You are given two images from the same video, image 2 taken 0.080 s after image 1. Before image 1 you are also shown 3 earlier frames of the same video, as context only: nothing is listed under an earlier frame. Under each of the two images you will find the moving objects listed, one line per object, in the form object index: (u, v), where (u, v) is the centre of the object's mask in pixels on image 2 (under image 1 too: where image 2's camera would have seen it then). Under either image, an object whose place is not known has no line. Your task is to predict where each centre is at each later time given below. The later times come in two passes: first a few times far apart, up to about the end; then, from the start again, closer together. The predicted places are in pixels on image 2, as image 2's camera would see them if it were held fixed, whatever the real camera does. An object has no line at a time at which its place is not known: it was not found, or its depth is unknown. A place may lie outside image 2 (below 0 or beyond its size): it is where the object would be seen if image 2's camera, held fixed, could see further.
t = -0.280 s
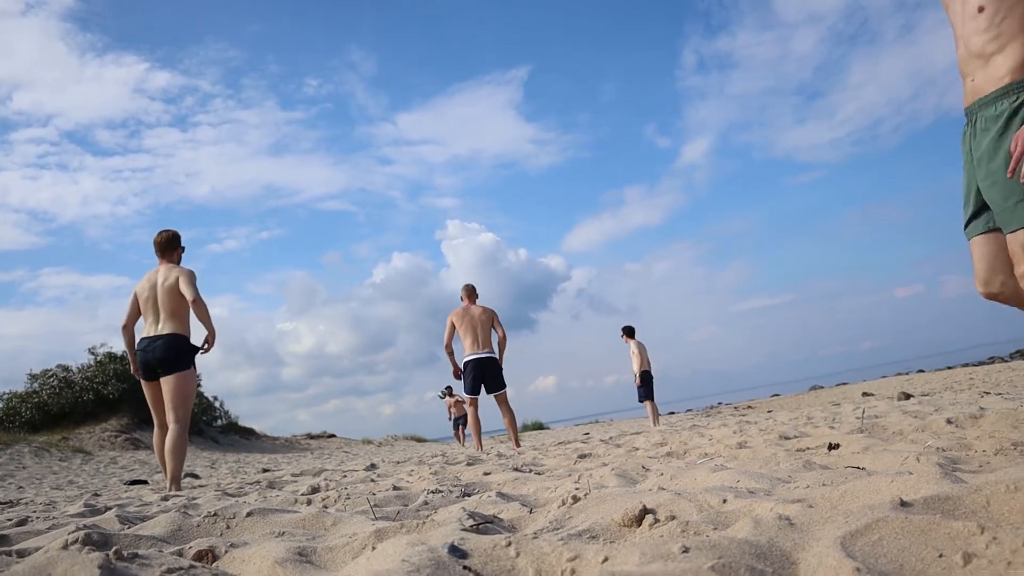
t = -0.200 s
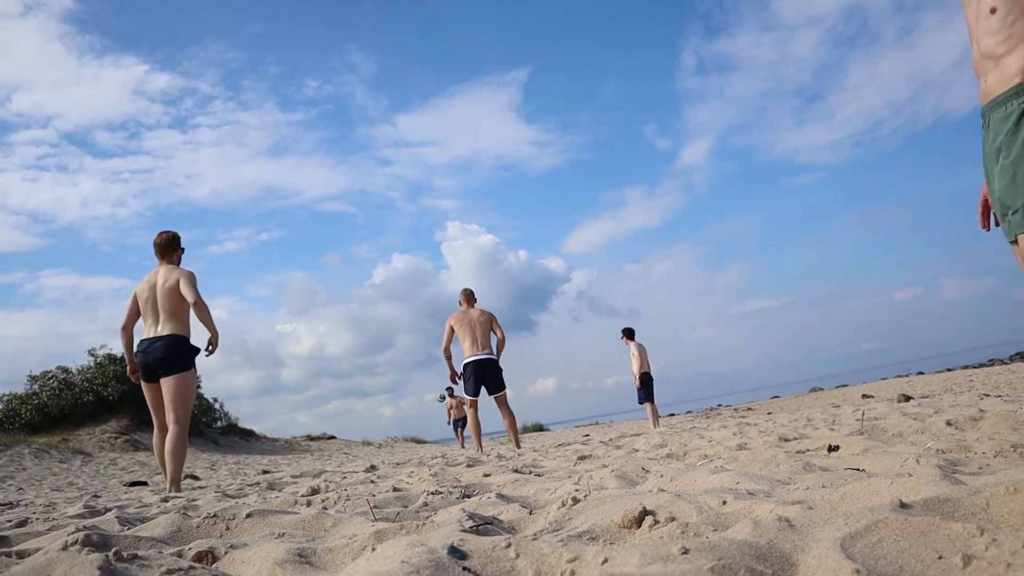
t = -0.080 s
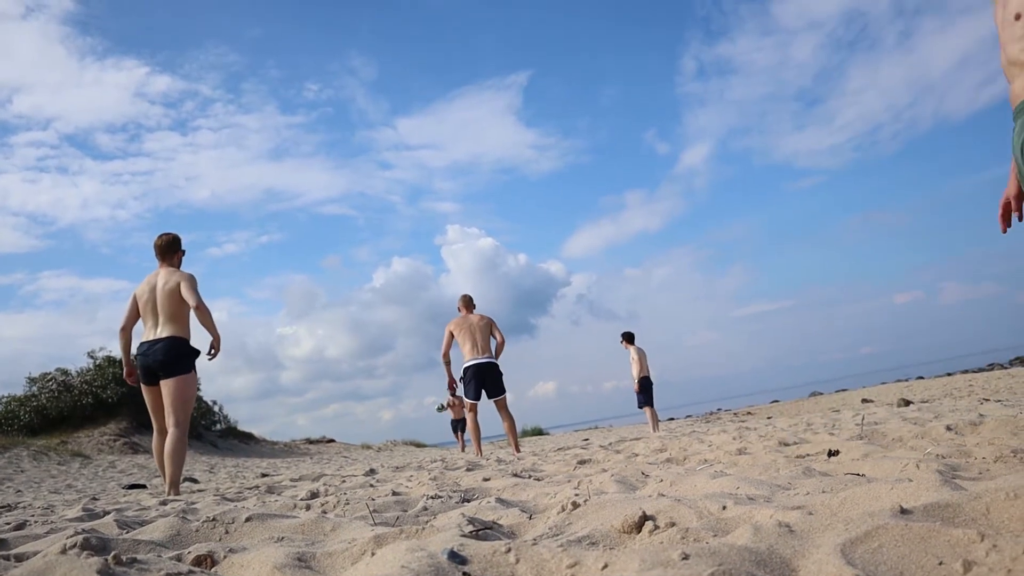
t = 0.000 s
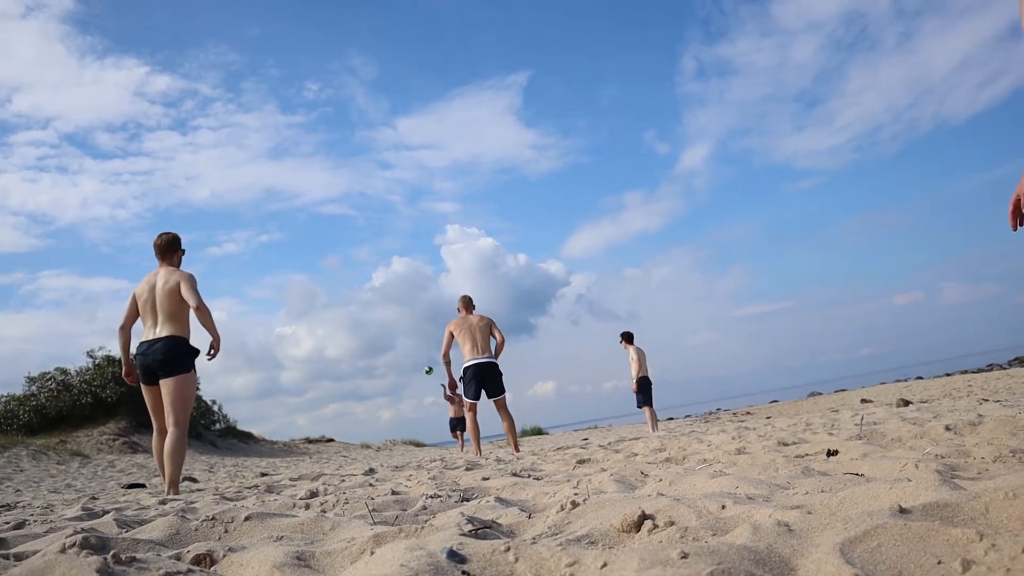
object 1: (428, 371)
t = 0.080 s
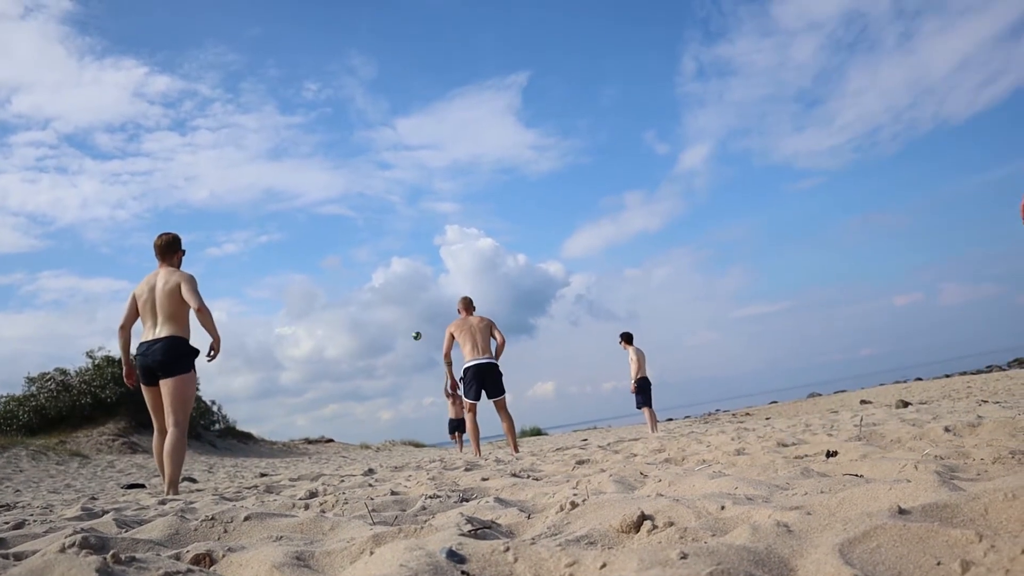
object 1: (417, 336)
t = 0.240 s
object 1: (393, 271)
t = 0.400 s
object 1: (368, 212)
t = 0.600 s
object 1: (337, 151)
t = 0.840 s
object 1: (297, 96)
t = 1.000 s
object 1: (267, 72)
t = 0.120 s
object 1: (411, 319)
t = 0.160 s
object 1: (405, 302)
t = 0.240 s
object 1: (393, 271)
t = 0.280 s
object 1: (387, 255)
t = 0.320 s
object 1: (381, 240)
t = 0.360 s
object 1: (375, 226)
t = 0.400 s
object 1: (368, 212)
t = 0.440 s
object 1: (362, 199)
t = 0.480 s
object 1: (355, 187)
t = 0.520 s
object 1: (349, 175)
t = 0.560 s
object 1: (343, 163)
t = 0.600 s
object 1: (337, 151)
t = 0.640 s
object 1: (330, 140)
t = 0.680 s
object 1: (323, 131)
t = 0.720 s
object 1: (316, 122)
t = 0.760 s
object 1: (310, 113)
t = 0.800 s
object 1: (303, 104)
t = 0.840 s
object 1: (297, 96)
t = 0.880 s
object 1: (290, 89)
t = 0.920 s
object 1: (282, 83)
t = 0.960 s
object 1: (274, 77)
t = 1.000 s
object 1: (267, 72)
